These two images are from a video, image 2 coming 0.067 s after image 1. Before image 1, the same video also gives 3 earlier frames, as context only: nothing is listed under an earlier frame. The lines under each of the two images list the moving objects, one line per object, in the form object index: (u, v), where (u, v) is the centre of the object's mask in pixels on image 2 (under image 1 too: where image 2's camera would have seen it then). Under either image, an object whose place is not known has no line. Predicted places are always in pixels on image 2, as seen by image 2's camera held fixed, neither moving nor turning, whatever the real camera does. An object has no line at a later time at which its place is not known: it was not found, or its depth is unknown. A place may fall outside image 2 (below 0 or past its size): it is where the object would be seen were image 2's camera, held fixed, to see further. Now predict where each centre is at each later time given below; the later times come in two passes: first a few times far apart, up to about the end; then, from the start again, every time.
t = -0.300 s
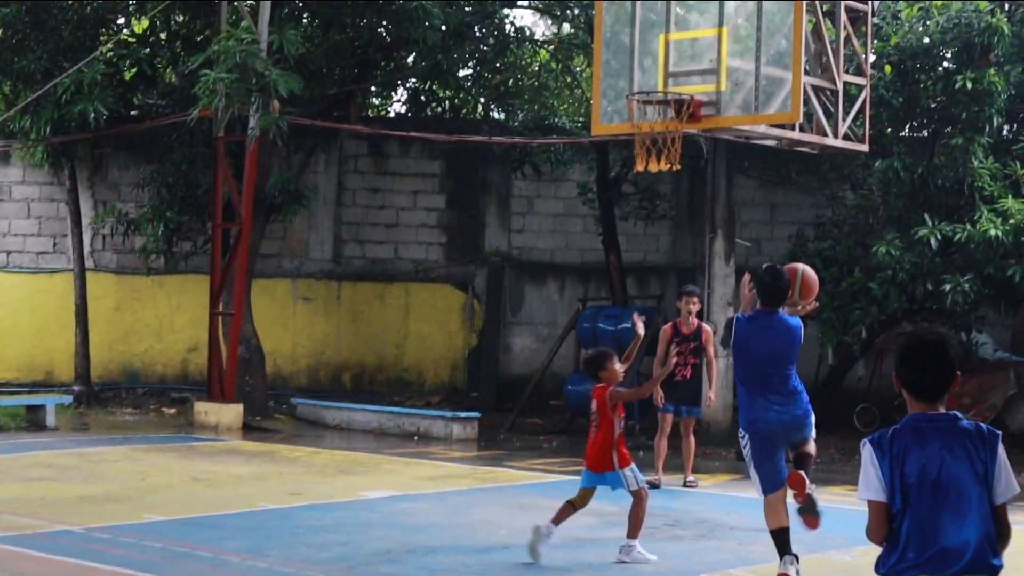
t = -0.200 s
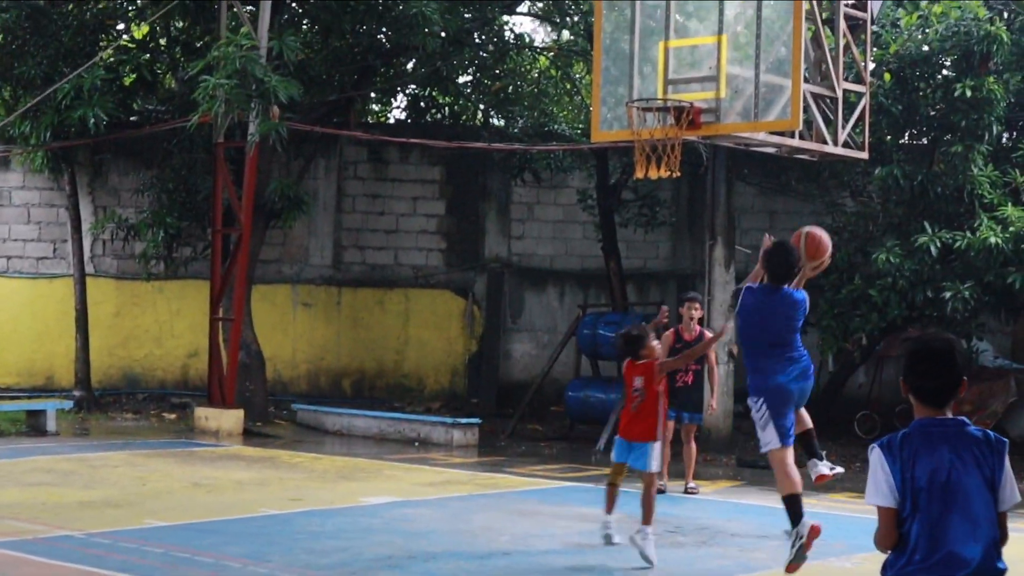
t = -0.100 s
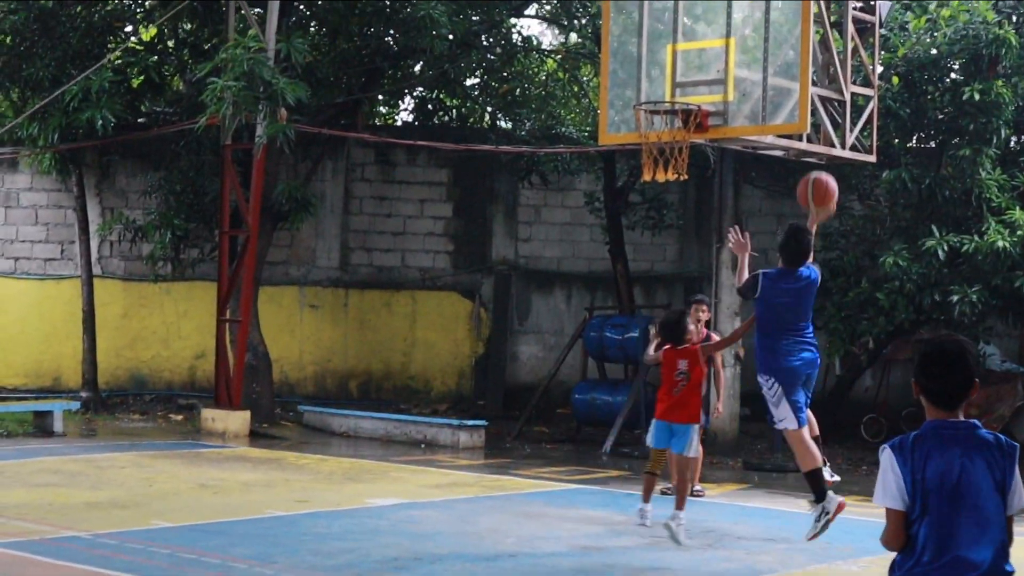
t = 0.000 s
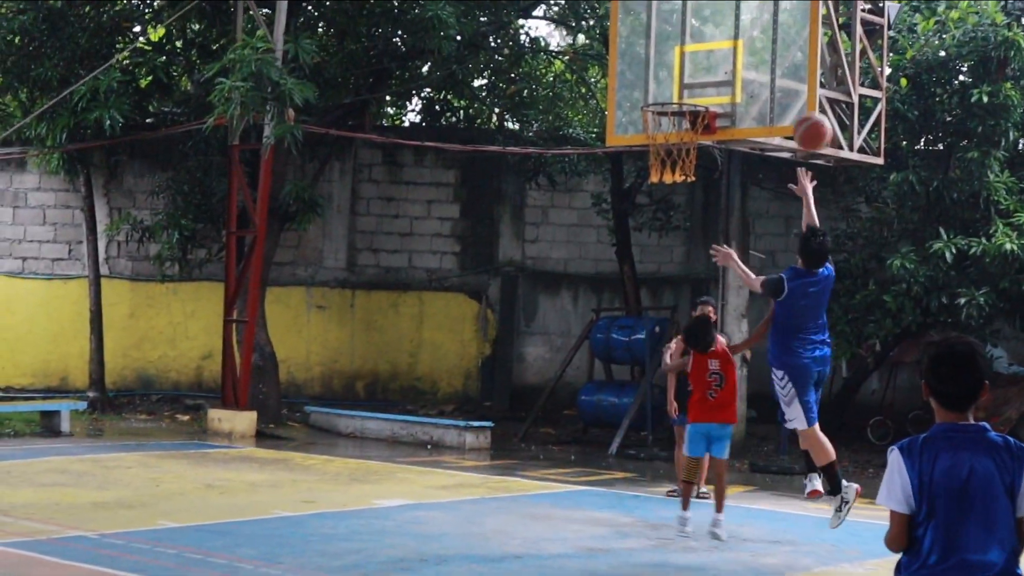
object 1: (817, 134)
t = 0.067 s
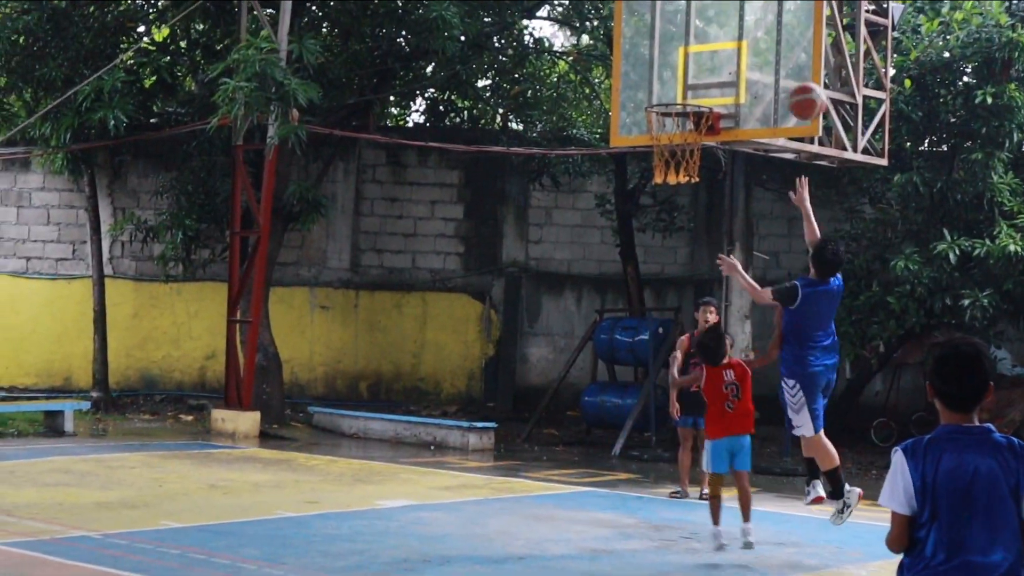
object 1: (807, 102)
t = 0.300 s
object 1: (777, 52)
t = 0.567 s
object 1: (664, 75)
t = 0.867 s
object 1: (523, 222)
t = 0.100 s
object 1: (801, 88)
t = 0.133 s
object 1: (797, 78)
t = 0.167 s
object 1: (794, 69)
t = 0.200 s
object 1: (789, 63)
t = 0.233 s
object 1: (786, 58)
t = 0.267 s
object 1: (782, 54)
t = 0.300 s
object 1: (777, 52)
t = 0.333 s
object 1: (769, 51)
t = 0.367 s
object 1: (756, 50)
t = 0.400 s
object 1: (741, 51)
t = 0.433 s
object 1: (725, 52)
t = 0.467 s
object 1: (710, 56)
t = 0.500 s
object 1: (696, 60)
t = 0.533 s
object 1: (680, 67)
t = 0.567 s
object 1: (664, 75)
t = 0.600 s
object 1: (650, 84)
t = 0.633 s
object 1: (634, 96)
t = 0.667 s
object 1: (618, 110)
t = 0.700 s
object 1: (602, 124)
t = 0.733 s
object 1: (587, 140)
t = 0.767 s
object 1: (571, 158)
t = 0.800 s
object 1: (555, 177)
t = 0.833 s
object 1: (539, 198)
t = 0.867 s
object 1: (523, 222)
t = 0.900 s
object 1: (507, 246)
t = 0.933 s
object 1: (491, 272)
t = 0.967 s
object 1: (474, 299)
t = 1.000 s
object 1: (457, 329)
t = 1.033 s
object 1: (440, 361)
